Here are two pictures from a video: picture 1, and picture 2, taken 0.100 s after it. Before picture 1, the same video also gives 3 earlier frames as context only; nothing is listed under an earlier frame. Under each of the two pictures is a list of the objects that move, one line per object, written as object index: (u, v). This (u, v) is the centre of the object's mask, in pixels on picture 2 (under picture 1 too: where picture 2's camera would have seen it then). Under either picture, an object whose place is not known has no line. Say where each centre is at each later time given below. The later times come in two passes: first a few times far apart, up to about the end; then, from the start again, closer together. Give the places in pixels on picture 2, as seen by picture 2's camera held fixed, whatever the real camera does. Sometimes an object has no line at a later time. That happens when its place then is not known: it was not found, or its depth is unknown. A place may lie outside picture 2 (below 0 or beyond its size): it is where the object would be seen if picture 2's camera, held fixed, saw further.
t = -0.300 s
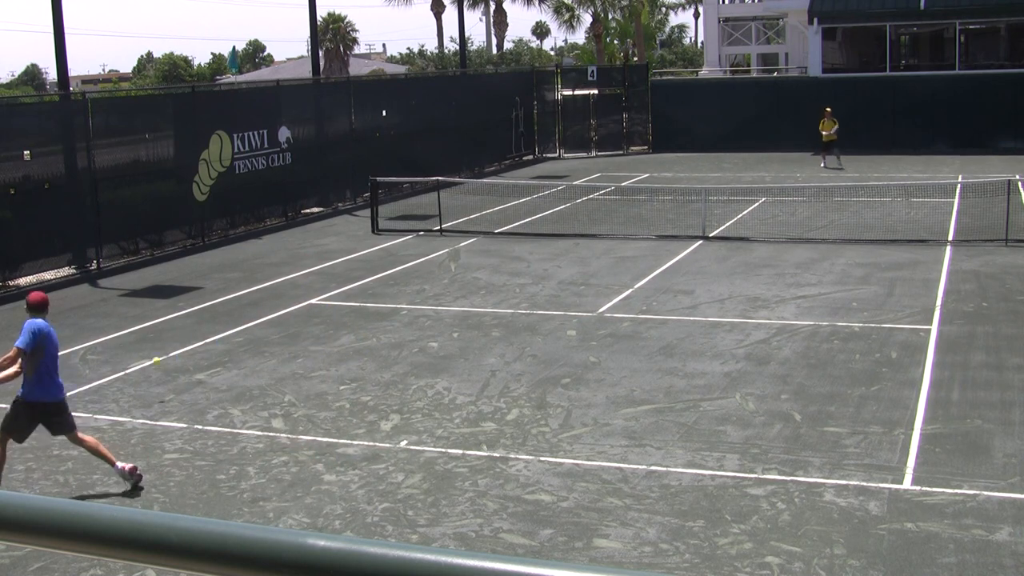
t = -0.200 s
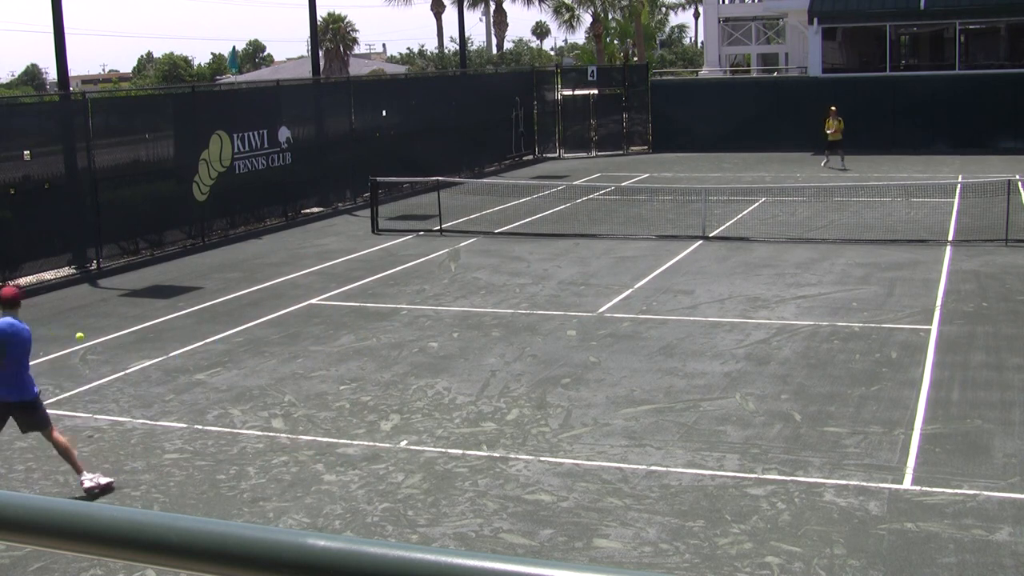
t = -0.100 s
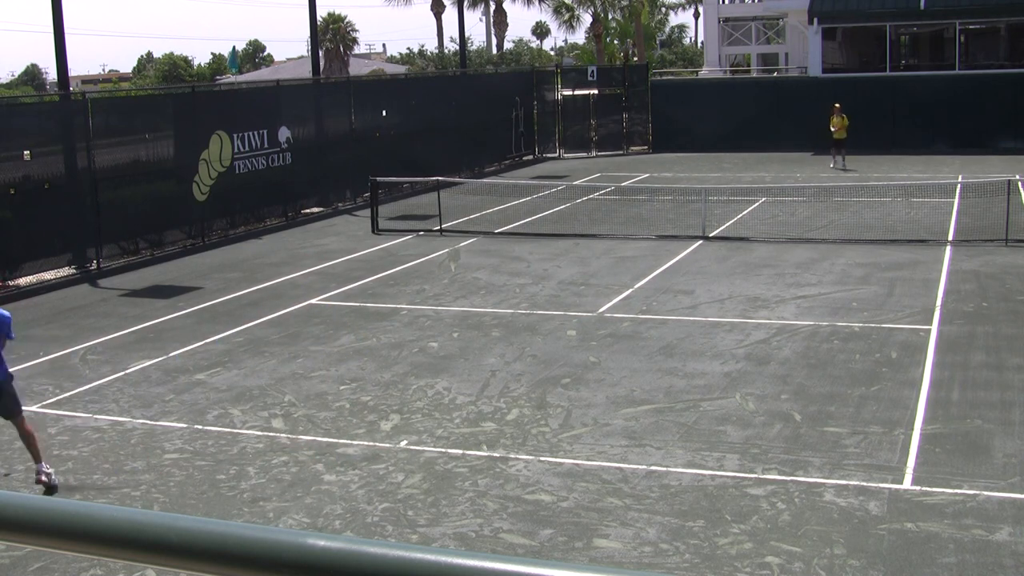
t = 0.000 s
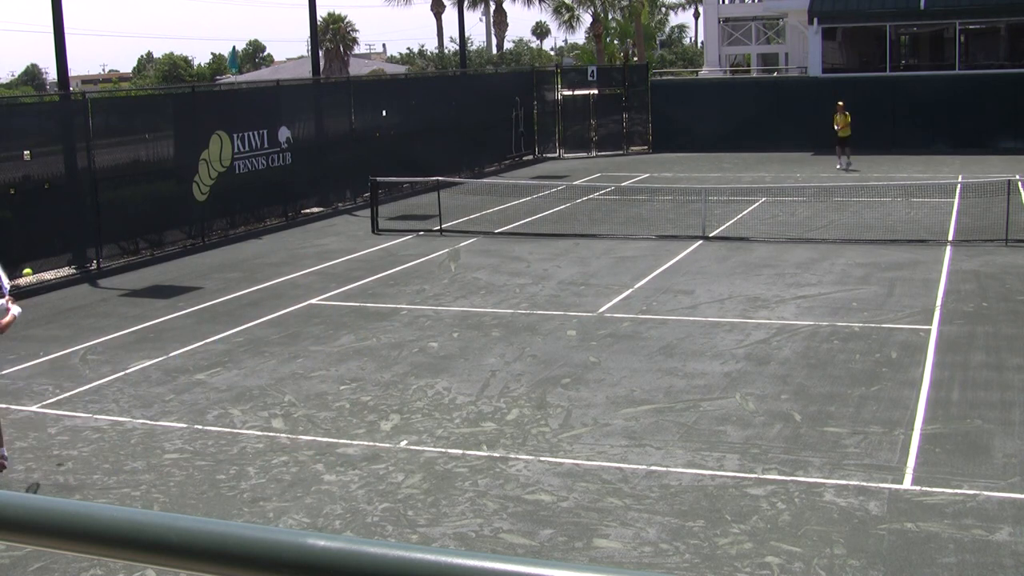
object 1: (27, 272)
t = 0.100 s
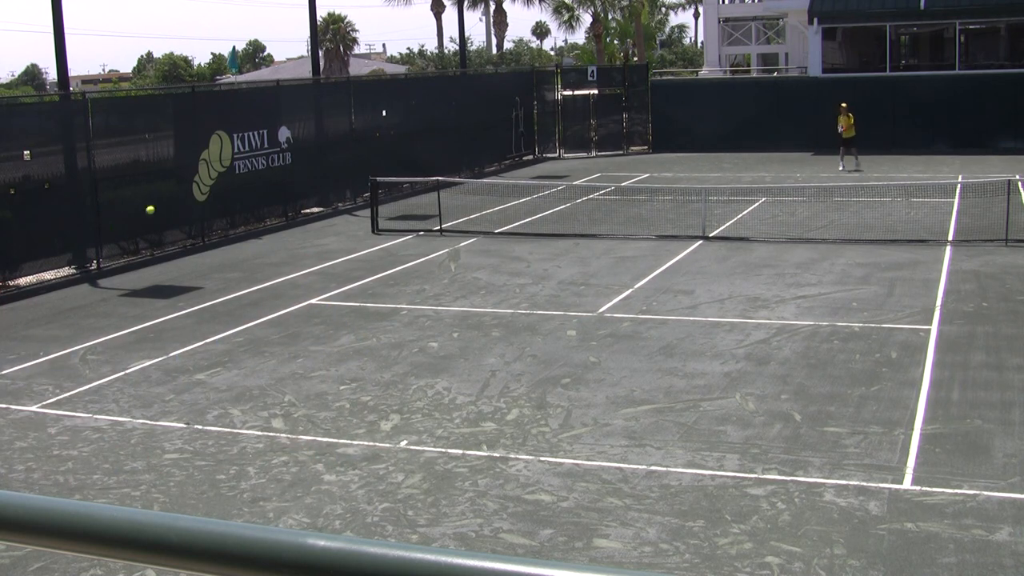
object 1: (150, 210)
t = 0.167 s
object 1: (219, 180)
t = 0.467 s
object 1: (446, 131)
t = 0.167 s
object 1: (219, 180)
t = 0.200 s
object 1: (251, 169)
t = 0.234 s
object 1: (281, 160)
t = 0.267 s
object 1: (309, 151)
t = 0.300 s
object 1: (335, 144)
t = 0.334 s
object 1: (360, 139)
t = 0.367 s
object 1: (383, 135)
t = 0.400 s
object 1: (405, 133)
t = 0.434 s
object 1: (426, 132)
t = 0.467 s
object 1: (446, 131)
